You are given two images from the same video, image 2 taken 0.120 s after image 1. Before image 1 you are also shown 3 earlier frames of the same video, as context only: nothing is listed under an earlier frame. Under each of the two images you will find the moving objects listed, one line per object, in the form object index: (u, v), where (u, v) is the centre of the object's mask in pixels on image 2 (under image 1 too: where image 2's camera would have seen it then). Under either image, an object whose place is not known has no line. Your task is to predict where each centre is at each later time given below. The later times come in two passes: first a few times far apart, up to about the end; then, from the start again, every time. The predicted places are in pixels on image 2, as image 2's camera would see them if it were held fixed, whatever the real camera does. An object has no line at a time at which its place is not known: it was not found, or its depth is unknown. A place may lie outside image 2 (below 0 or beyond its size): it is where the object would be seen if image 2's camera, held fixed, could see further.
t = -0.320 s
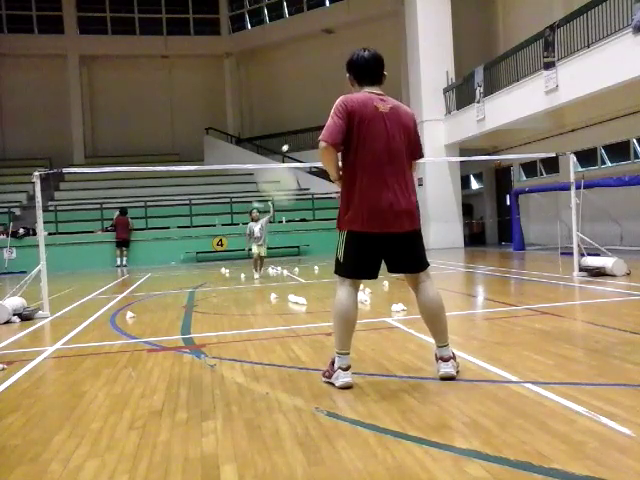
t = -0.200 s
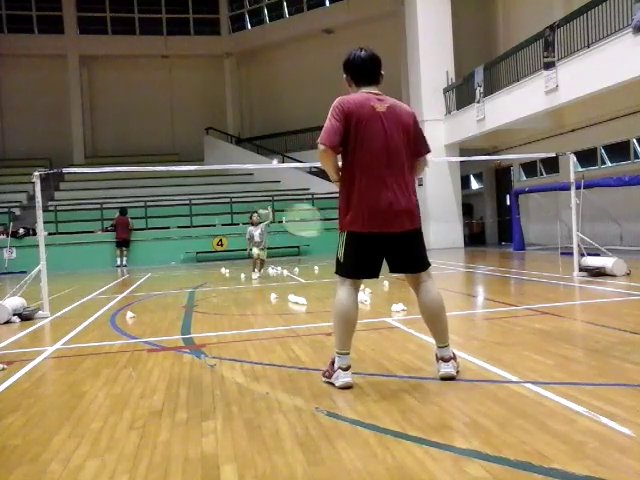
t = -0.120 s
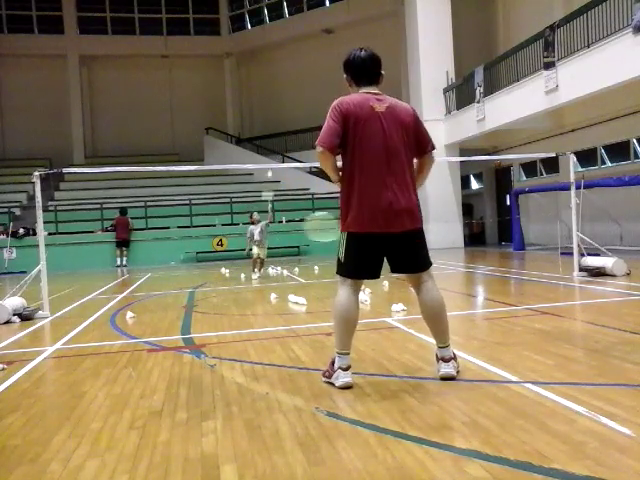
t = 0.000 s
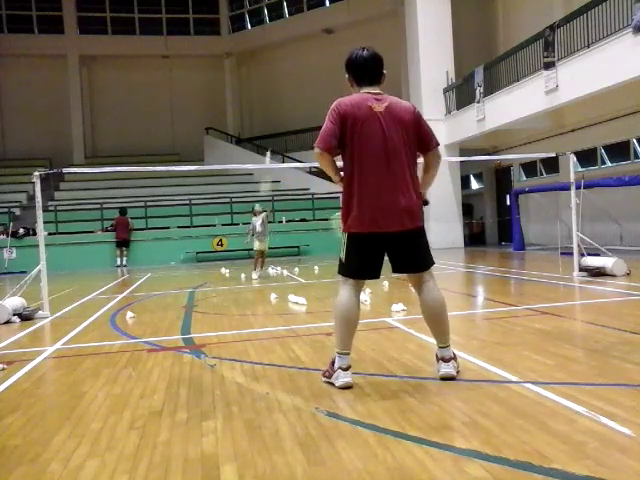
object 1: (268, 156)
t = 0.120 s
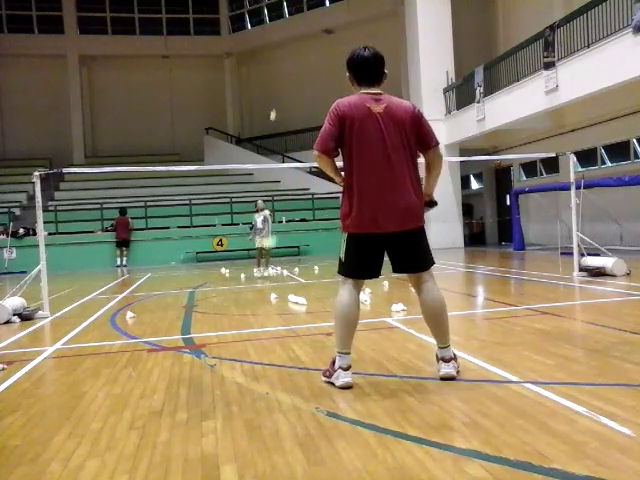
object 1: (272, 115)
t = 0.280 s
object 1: (279, 76)
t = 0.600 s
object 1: (295, 62)
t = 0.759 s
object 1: (307, 99)
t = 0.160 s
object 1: (274, 104)
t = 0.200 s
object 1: (275, 94)
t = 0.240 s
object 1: (278, 84)
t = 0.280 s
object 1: (279, 76)
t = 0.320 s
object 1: (281, 70)
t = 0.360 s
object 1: (283, 64)
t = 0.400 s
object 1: (285, 60)
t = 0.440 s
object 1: (287, 58)
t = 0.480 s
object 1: (289, 56)
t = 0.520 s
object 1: (291, 57)
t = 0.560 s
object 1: (293, 58)
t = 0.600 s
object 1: (295, 62)
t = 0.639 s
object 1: (298, 67)
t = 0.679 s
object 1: (301, 76)
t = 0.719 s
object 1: (303, 86)
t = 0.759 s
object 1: (307, 99)
